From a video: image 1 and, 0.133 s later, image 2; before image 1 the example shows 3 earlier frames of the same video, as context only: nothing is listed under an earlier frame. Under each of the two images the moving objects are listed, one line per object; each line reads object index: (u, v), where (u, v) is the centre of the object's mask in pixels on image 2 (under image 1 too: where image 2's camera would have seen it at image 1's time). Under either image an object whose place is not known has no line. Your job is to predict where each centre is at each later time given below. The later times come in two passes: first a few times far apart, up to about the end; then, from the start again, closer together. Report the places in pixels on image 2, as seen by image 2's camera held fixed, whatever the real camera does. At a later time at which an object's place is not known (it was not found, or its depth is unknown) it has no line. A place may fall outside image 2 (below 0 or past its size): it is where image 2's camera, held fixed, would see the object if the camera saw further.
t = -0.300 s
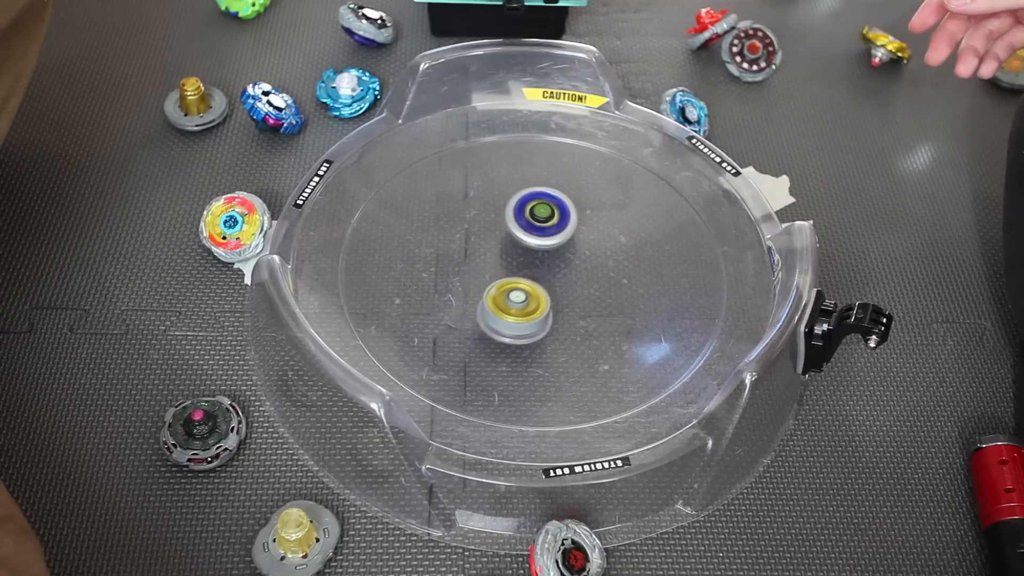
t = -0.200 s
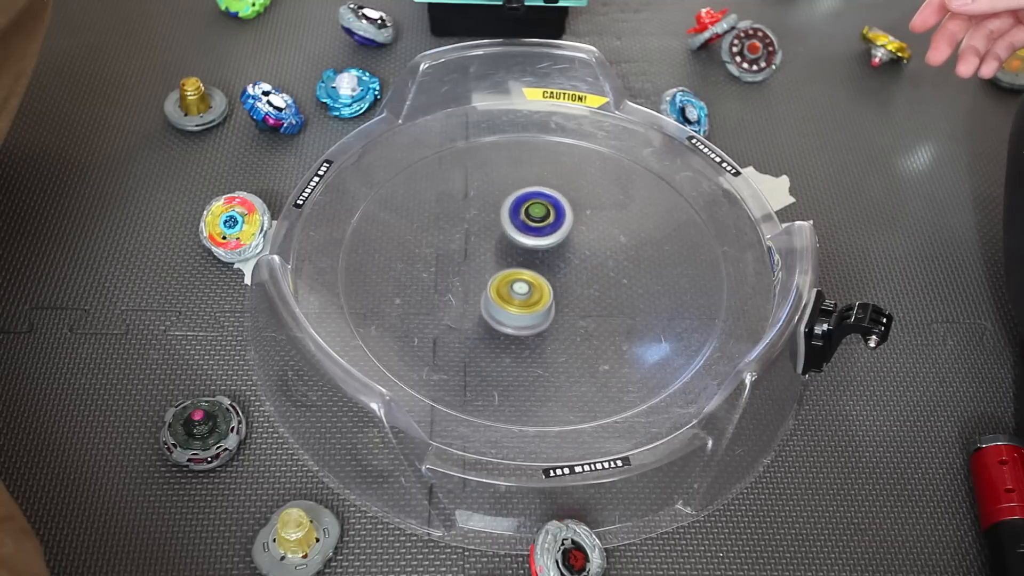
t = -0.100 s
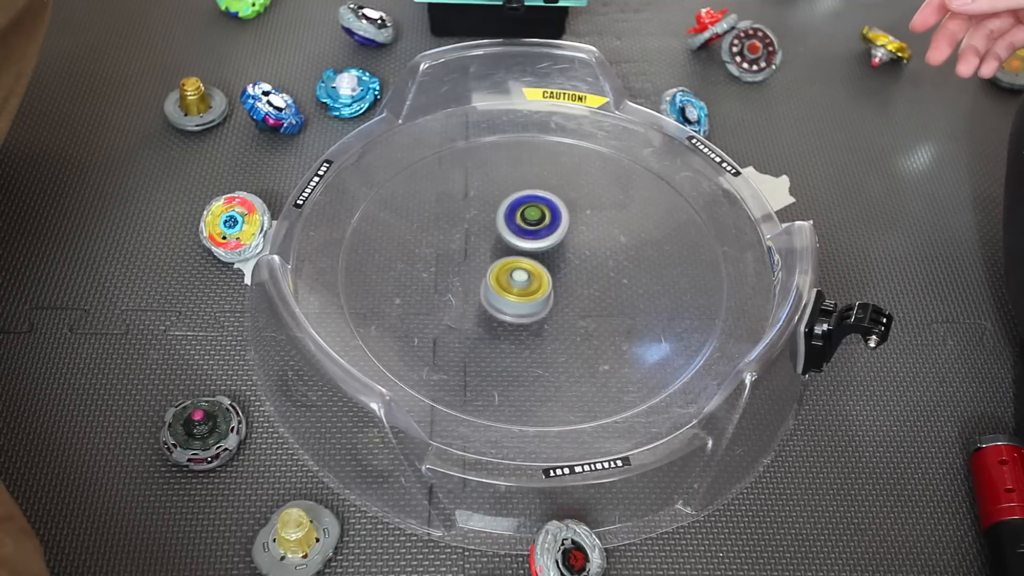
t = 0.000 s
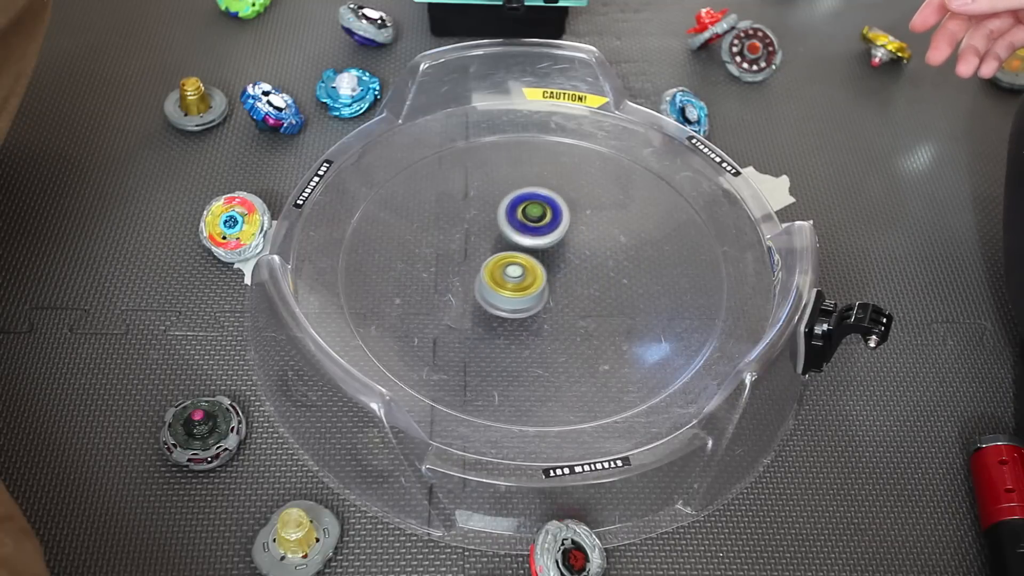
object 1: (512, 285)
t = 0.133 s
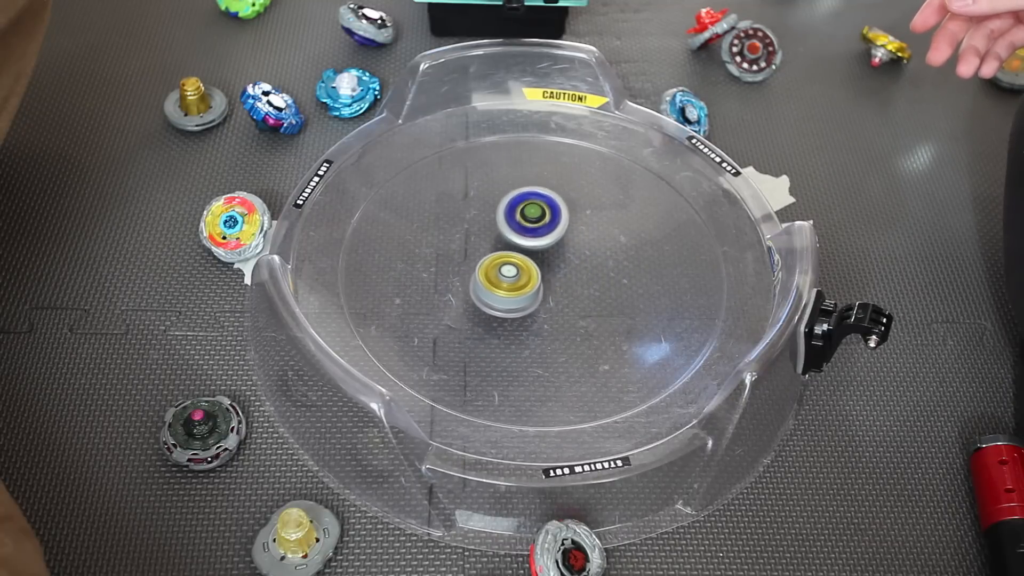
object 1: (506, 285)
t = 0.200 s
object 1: (507, 283)
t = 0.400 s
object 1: (504, 294)
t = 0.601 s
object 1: (521, 297)
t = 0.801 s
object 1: (512, 341)
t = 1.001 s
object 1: (536, 347)
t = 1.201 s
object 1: (546, 322)
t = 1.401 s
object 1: (535, 291)
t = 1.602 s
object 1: (521, 299)
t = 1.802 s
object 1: (515, 284)
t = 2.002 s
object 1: (515, 276)
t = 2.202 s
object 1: (525, 271)
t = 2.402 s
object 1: (542, 268)
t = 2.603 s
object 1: (559, 267)
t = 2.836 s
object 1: (556, 266)
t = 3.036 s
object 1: (547, 275)
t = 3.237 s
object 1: (547, 284)
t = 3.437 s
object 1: (554, 280)
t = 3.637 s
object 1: (554, 272)
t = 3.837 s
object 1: (555, 259)
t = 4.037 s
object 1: (552, 244)
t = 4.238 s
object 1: (537, 245)
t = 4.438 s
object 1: (541, 249)
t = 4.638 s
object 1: (547, 247)
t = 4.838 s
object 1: (546, 260)
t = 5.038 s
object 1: (559, 262)
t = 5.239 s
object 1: (564, 245)
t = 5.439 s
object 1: (550, 245)
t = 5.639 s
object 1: (534, 256)
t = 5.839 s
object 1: (519, 263)
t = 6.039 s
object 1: (513, 275)
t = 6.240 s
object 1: (501, 269)
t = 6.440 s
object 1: (494, 264)
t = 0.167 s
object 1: (506, 284)
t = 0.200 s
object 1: (507, 283)
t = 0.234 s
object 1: (507, 282)
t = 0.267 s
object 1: (507, 282)
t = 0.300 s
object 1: (506, 283)
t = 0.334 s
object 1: (504, 288)
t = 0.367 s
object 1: (503, 291)
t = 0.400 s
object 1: (504, 294)
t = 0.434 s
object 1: (506, 296)
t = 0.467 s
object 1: (509, 297)
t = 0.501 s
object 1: (512, 298)
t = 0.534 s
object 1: (515, 298)
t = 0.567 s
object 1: (518, 298)
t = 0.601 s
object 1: (521, 297)
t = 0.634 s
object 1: (523, 296)
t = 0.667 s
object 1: (518, 309)
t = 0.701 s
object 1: (511, 323)
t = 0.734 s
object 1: (509, 332)
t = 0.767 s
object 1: (509, 337)
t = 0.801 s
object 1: (512, 341)
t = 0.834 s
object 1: (515, 344)
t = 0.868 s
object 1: (519, 346)
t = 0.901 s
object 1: (523, 348)
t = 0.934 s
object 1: (527, 349)
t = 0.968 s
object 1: (532, 349)
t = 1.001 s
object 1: (536, 347)
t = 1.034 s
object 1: (540, 345)
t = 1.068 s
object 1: (543, 341)
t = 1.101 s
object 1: (545, 337)
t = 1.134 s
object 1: (547, 332)
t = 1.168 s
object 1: (547, 327)
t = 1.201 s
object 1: (546, 322)
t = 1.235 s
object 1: (545, 316)
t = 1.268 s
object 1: (544, 311)
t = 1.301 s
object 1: (542, 305)
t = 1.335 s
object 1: (540, 299)
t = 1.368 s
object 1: (537, 294)
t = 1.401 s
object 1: (535, 291)
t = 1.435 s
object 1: (531, 298)
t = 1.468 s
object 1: (528, 301)
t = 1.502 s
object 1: (525, 302)
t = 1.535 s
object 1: (523, 302)
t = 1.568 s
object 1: (522, 301)
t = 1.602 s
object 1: (521, 299)
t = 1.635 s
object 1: (520, 297)
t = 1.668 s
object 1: (519, 295)
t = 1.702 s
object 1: (518, 293)
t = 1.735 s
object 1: (517, 290)
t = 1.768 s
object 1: (516, 287)
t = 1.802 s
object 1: (515, 284)
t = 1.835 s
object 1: (514, 281)
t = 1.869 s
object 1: (513, 278)
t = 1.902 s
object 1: (511, 275)
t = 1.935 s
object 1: (512, 275)
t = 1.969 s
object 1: (514, 276)
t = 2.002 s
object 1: (515, 276)
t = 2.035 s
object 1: (517, 276)
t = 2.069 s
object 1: (519, 276)
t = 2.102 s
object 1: (521, 275)
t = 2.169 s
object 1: (524, 272)
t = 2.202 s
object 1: (525, 271)
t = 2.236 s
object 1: (526, 270)
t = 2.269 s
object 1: (527, 268)
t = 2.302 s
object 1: (530, 268)
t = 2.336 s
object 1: (534, 268)
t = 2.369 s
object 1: (538, 268)
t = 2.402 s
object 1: (542, 268)
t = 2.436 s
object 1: (546, 268)
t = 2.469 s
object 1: (550, 268)
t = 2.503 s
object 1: (553, 268)
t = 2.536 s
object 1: (556, 268)
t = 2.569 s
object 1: (558, 267)
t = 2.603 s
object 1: (559, 267)
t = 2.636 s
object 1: (560, 266)
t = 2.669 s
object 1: (561, 265)
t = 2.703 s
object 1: (561, 265)
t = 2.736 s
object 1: (560, 265)
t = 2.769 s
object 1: (559, 265)
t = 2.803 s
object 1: (558, 265)
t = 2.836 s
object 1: (556, 266)
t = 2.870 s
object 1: (554, 267)
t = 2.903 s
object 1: (553, 268)
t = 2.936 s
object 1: (551, 269)
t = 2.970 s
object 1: (549, 271)
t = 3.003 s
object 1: (547, 273)
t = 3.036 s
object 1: (547, 275)
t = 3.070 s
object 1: (547, 277)
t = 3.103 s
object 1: (546, 278)
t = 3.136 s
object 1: (546, 280)
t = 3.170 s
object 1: (546, 282)
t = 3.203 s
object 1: (546, 283)
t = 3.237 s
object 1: (547, 284)
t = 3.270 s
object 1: (550, 284)
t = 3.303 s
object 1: (552, 284)
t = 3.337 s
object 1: (554, 284)
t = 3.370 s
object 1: (555, 283)
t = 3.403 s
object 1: (555, 282)
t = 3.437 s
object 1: (554, 280)
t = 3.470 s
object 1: (553, 279)
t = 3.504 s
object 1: (552, 278)
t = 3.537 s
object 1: (552, 277)
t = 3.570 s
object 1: (553, 275)
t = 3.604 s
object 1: (554, 273)
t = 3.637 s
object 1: (554, 272)
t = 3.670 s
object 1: (554, 270)
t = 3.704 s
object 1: (554, 268)
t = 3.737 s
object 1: (555, 266)
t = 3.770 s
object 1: (555, 263)
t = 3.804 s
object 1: (555, 261)
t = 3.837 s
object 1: (555, 259)
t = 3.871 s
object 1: (553, 257)
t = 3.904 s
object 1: (552, 254)
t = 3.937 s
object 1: (553, 252)
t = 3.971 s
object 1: (554, 249)
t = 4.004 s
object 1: (553, 246)
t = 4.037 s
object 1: (552, 244)
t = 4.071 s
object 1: (550, 242)
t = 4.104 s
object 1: (548, 241)
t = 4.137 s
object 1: (545, 241)
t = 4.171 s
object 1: (543, 242)
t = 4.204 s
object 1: (540, 243)
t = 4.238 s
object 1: (537, 245)
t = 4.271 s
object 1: (536, 248)
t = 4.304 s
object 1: (534, 250)
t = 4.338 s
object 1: (533, 252)
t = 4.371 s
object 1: (534, 254)
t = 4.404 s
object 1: (538, 252)
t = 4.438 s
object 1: (541, 249)
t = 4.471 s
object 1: (543, 247)
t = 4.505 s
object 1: (545, 246)
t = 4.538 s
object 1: (545, 246)
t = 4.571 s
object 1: (546, 245)
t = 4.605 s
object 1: (546, 246)
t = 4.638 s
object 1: (547, 247)
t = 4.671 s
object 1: (547, 248)
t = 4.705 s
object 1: (547, 250)
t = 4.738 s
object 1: (546, 252)
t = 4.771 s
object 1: (546, 254)
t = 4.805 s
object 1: (546, 257)
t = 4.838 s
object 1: (546, 260)
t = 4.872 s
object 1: (547, 262)
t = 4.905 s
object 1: (548, 264)
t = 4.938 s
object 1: (549, 264)
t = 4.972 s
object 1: (551, 264)
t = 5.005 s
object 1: (554, 264)
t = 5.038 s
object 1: (559, 262)
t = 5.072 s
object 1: (561, 258)
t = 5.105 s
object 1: (563, 255)
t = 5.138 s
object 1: (564, 253)
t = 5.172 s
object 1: (564, 250)
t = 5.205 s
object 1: (564, 247)
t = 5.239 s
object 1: (564, 245)
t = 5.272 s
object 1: (562, 243)
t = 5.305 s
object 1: (561, 242)
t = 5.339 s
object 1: (559, 242)
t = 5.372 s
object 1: (556, 242)
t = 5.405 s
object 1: (553, 243)
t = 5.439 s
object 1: (550, 245)
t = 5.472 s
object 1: (547, 247)
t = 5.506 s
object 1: (545, 248)
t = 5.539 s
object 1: (543, 250)
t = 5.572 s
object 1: (540, 251)
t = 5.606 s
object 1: (537, 254)
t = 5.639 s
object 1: (534, 256)
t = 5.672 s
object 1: (532, 257)
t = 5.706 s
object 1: (530, 258)
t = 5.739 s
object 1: (528, 259)
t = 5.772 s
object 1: (525, 261)
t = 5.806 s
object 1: (522, 262)
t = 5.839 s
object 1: (519, 263)
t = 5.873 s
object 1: (517, 264)
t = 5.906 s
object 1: (515, 266)
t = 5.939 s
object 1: (514, 268)
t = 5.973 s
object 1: (513, 270)
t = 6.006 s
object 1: (513, 273)
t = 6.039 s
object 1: (513, 275)
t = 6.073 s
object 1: (513, 277)
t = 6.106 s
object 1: (513, 279)
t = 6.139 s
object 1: (511, 276)
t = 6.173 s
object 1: (507, 272)
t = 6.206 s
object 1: (504, 270)
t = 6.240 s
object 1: (501, 269)
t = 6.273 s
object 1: (499, 267)
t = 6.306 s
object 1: (497, 266)
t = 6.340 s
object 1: (495, 265)
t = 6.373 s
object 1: (494, 265)
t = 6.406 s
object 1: (493, 265)
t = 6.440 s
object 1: (494, 264)
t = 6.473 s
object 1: (494, 264)
